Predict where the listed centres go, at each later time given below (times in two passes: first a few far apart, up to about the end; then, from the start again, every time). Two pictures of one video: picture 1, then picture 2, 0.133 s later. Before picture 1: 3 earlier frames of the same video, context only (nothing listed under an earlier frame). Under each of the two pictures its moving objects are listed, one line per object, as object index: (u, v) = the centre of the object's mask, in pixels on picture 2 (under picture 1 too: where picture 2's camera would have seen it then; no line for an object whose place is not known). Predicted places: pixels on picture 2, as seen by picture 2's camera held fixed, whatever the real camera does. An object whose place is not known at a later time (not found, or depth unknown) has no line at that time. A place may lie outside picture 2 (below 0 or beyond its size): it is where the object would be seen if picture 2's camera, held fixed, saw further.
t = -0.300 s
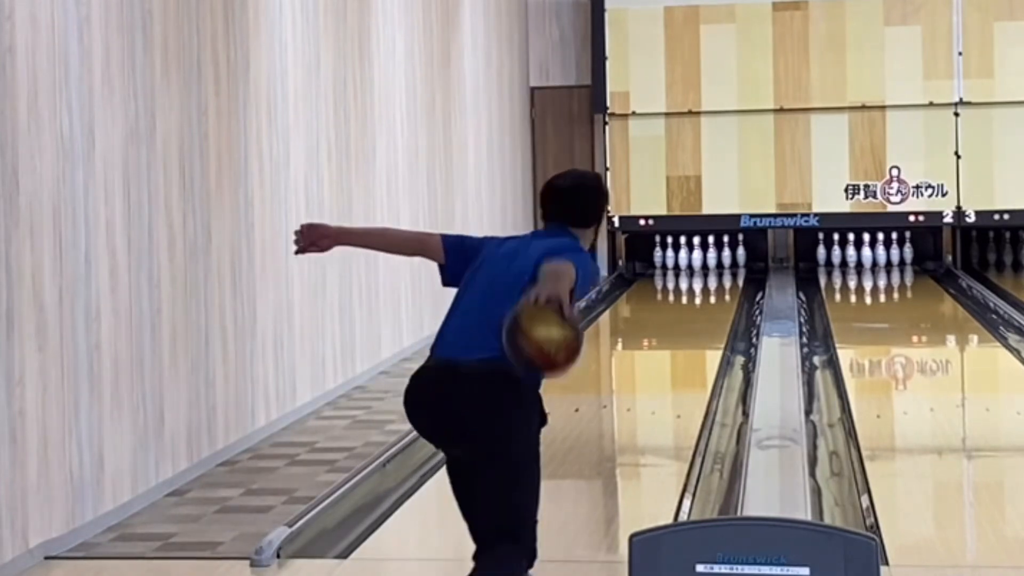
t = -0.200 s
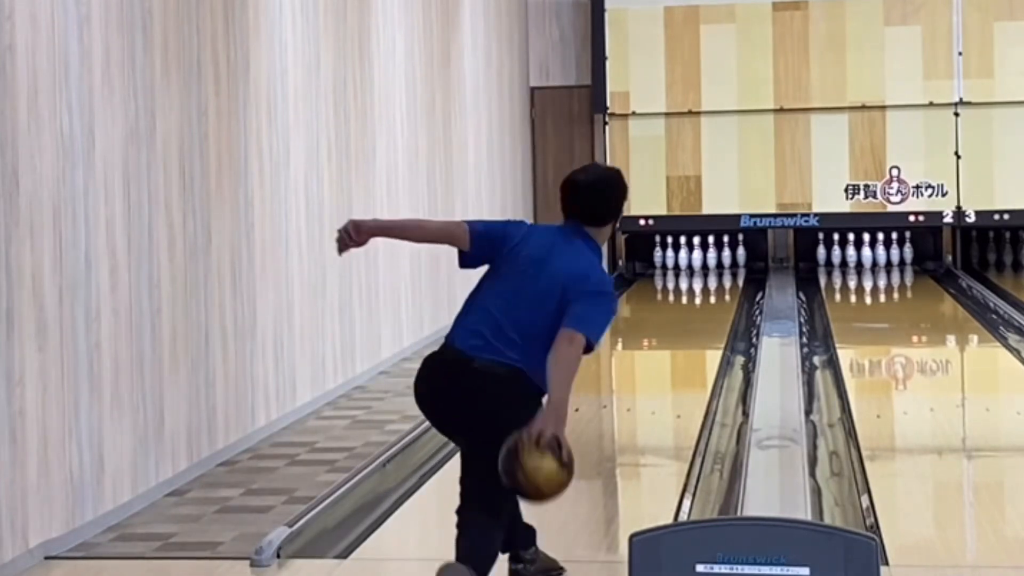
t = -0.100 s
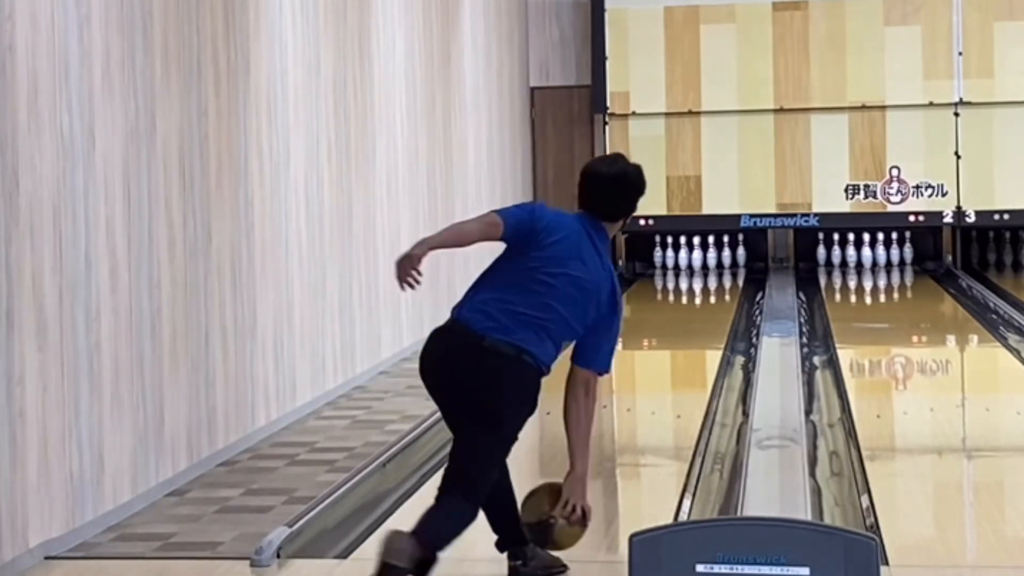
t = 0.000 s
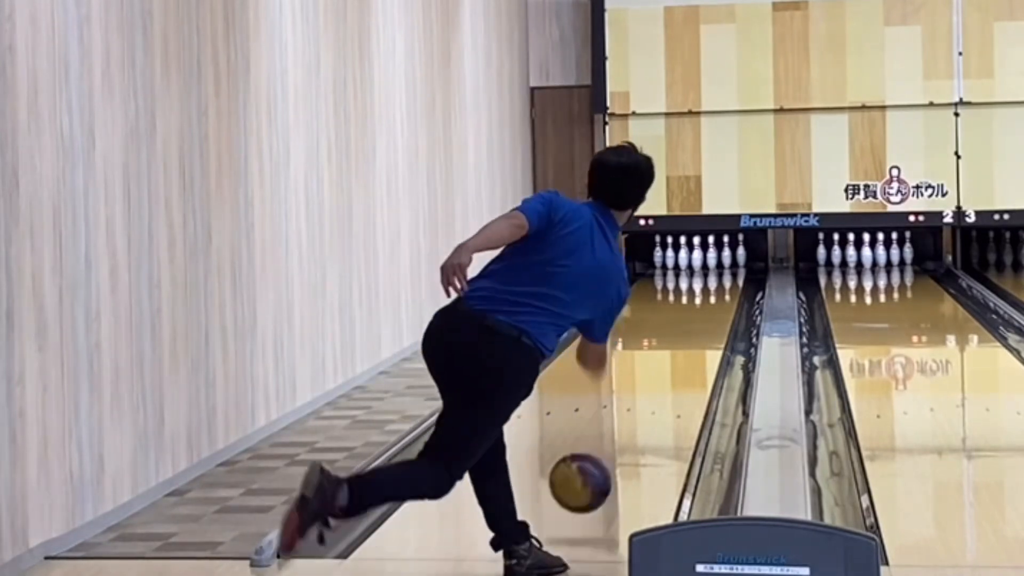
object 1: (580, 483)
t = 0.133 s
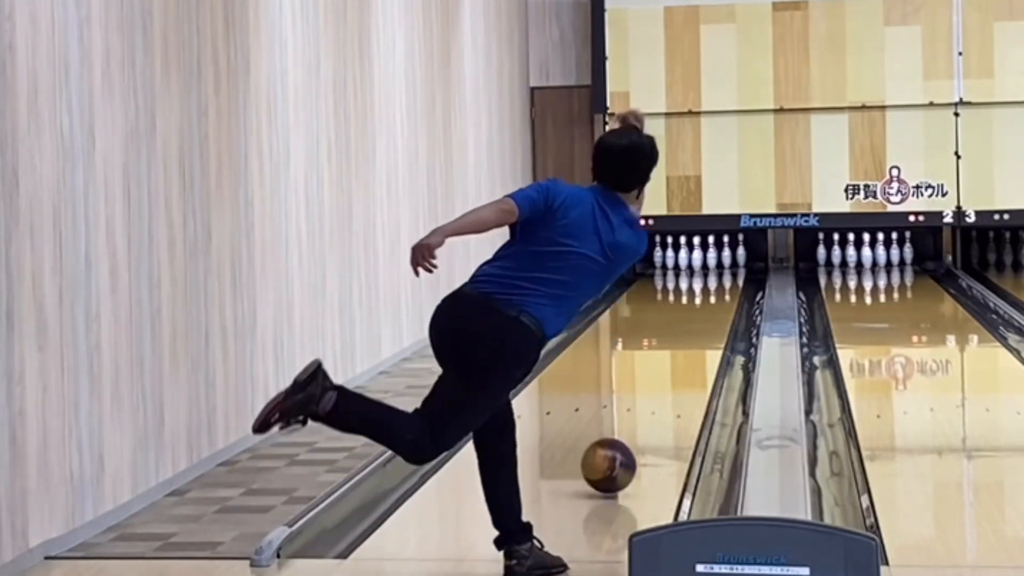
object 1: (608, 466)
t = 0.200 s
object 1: (619, 450)
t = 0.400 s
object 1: (647, 409)
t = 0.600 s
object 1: (668, 377)
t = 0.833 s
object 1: (685, 347)
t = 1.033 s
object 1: (696, 329)
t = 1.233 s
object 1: (704, 313)
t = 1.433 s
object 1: (711, 298)
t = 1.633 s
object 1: (713, 288)
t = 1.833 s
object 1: (715, 279)
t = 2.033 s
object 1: (712, 271)
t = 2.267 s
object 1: (704, 264)
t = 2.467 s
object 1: (698, 260)
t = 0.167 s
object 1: (614, 459)
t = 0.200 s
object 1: (619, 450)
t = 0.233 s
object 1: (625, 443)
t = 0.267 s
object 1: (630, 436)
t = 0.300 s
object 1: (634, 430)
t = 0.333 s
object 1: (639, 422)
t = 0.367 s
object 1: (643, 416)
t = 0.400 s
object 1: (647, 409)
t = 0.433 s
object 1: (651, 403)
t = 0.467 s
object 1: (655, 397)
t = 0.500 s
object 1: (658, 392)
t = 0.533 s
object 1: (661, 387)
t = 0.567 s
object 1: (664, 382)
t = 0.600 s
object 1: (668, 377)
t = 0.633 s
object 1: (670, 372)
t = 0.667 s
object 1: (673, 368)
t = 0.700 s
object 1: (676, 363)
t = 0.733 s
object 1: (678, 359)
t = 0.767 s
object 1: (680, 355)
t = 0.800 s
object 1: (683, 352)
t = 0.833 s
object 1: (685, 347)
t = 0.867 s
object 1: (687, 345)
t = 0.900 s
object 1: (690, 341)
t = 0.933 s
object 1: (691, 337)
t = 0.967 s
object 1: (692, 335)
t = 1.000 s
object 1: (694, 332)
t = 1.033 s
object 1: (696, 329)
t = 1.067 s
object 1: (698, 327)
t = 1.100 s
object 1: (700, 323)
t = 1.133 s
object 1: (700, 320)
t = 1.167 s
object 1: (701, 318)
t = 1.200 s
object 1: (703, 315)
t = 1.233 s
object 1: (704, 313)
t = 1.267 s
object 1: (705, 311)
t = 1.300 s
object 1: (707, 308)
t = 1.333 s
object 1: (707, 305)
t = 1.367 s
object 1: (708, 303)
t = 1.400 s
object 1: (709, 302)
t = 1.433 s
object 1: (711, 298)
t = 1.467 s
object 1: (711, 297)
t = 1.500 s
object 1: (711, 295)
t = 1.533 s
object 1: (712, 293)
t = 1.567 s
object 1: (713, 292)
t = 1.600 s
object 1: (714, 289)
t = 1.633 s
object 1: (713, 288)
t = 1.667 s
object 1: (714, 287)
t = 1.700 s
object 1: (716, 285)
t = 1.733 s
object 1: (716, 285)
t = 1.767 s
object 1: (716, 282)
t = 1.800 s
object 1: (715, 280)
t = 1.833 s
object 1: (715, 279)
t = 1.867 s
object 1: (715, 277)
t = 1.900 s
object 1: (715, 277)
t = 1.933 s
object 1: (714, 274)
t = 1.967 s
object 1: (714, 273)
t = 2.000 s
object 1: (713, 272)
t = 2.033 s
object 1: (712, 271)
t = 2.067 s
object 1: (712, 270)
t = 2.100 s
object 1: (711, 269)
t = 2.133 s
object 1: (710, 268)
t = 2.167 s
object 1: (708, 267)
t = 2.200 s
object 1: (707, 266)
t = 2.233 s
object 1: (705, 265)
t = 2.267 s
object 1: (704, 264)
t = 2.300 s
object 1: (702, 264)
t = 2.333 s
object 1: (701, 263)
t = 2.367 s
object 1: (701, 262)
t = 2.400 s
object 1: (700, 262)
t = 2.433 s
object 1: (700, 260)
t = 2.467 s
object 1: (698, 260)
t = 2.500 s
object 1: (697, 259)
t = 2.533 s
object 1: (695, 259)
